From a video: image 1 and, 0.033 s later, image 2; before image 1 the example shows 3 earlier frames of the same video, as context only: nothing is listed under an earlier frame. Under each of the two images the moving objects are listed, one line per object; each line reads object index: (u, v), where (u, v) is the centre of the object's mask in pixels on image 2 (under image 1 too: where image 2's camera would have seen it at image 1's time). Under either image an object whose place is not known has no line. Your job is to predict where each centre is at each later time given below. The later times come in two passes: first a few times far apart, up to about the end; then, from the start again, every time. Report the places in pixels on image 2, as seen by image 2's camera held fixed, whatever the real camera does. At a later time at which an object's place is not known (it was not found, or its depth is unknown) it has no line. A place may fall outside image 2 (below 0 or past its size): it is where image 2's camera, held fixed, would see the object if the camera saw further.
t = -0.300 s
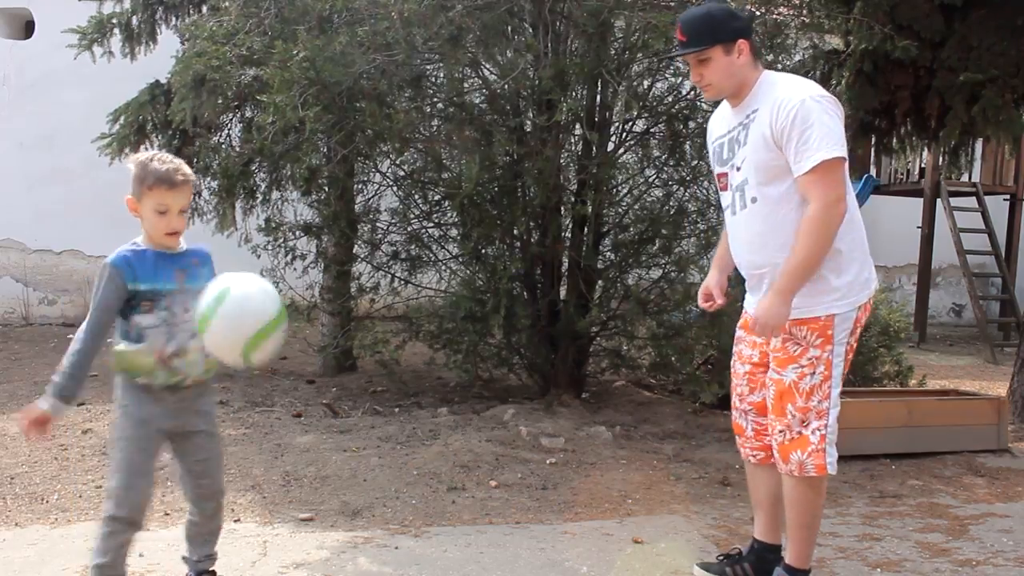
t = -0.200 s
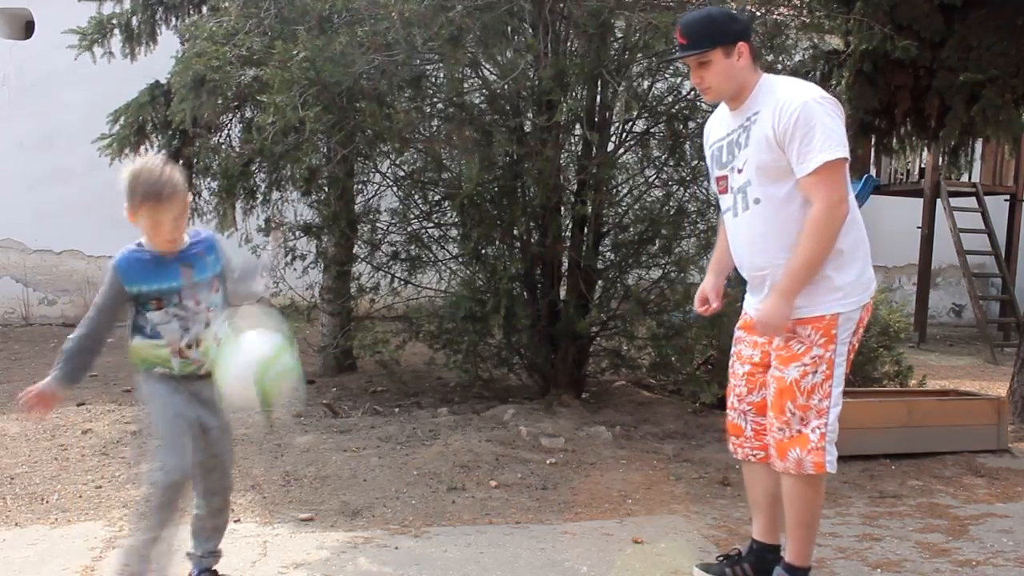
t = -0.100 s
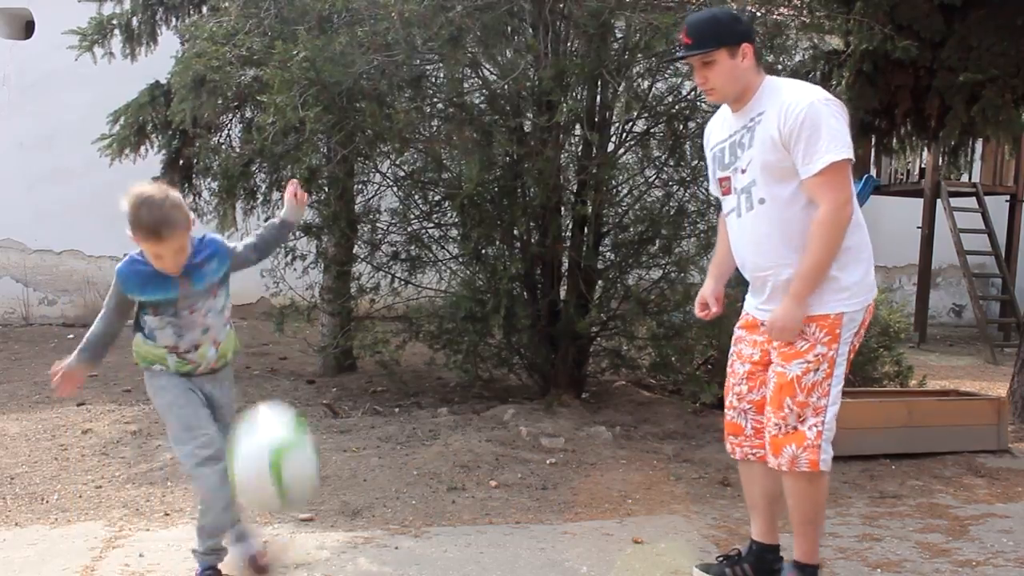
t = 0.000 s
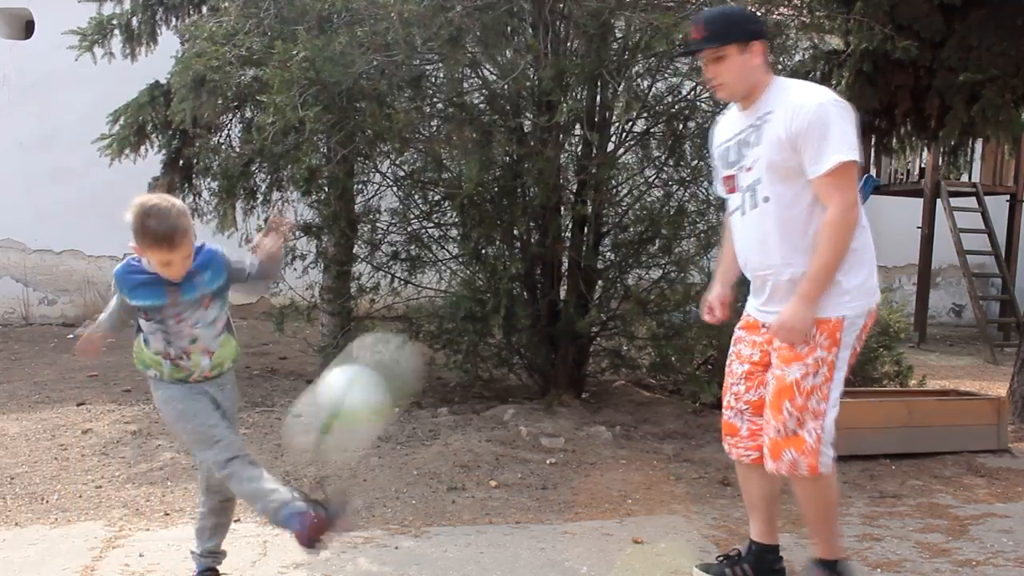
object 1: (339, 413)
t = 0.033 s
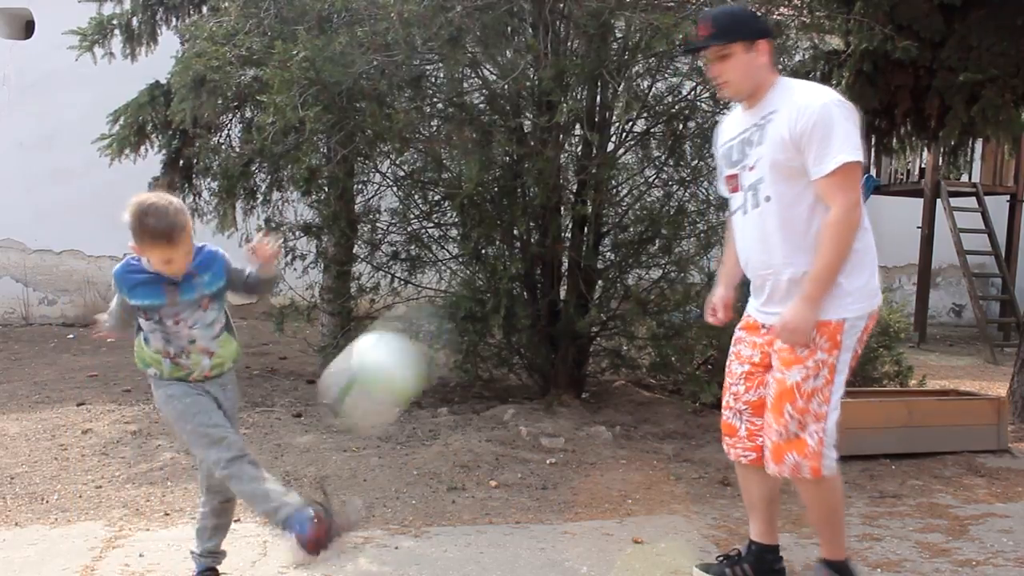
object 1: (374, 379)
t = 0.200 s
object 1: (519, 293)
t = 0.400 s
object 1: (673, 342)
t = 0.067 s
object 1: (405, 352)
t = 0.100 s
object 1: (438, 327)
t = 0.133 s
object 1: (470, 309)
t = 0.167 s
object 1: (501, 296)
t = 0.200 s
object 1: (519, 293)
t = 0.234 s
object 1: (535, 290)
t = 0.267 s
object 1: (564, 288)
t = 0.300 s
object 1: (592, 294)
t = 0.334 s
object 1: (621, 305)
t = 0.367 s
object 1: (647, 322)
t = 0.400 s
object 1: (673, 342)
